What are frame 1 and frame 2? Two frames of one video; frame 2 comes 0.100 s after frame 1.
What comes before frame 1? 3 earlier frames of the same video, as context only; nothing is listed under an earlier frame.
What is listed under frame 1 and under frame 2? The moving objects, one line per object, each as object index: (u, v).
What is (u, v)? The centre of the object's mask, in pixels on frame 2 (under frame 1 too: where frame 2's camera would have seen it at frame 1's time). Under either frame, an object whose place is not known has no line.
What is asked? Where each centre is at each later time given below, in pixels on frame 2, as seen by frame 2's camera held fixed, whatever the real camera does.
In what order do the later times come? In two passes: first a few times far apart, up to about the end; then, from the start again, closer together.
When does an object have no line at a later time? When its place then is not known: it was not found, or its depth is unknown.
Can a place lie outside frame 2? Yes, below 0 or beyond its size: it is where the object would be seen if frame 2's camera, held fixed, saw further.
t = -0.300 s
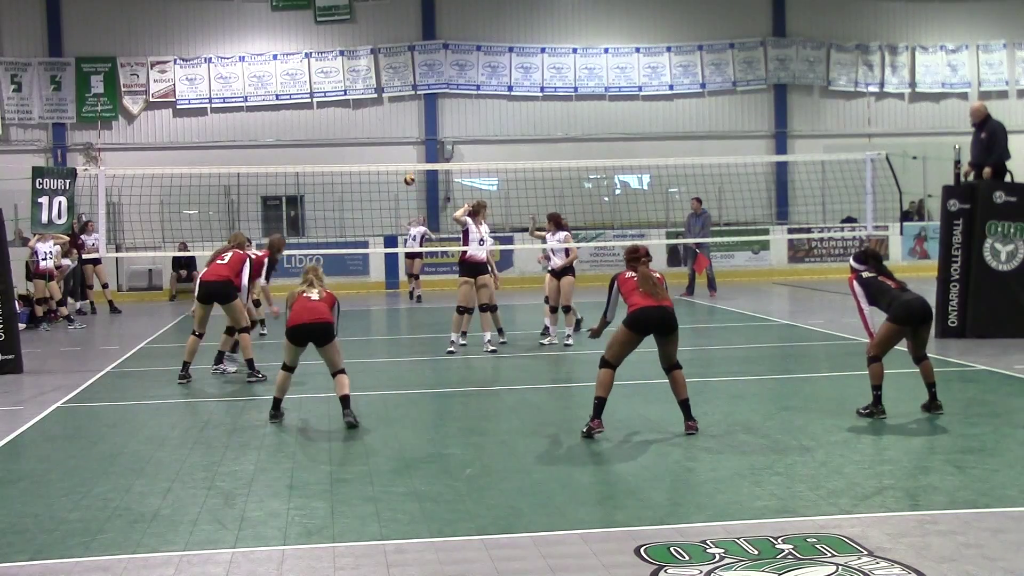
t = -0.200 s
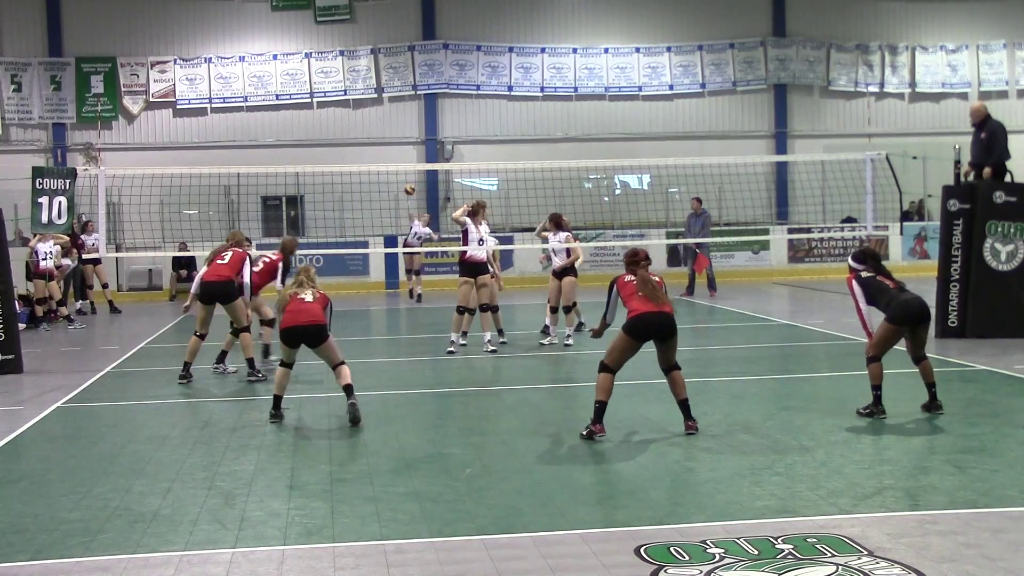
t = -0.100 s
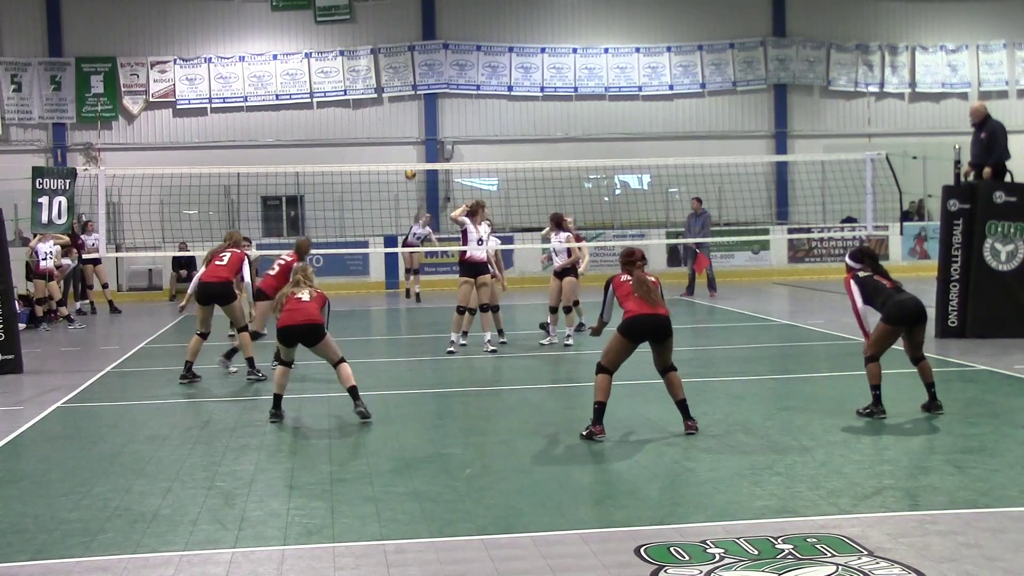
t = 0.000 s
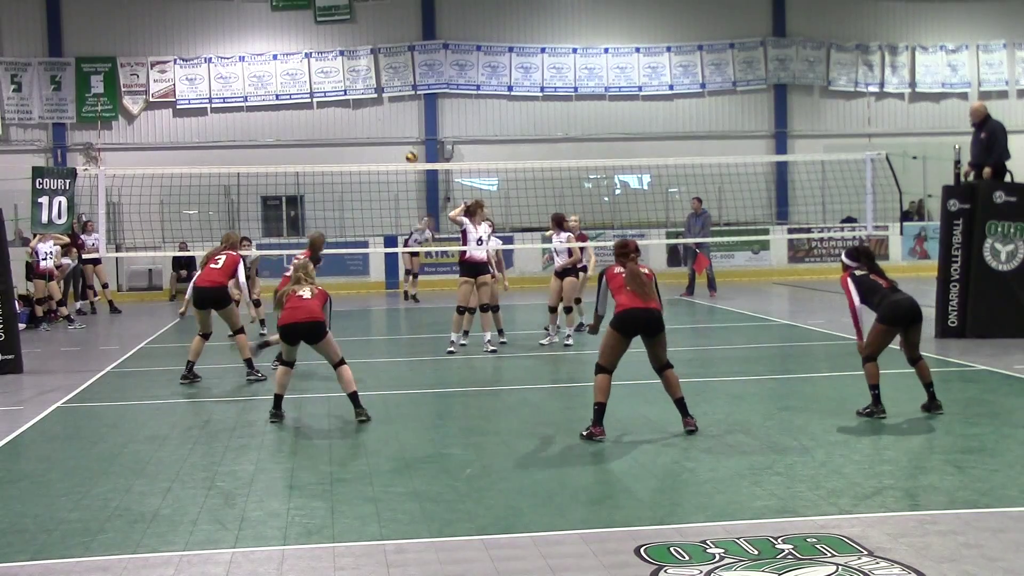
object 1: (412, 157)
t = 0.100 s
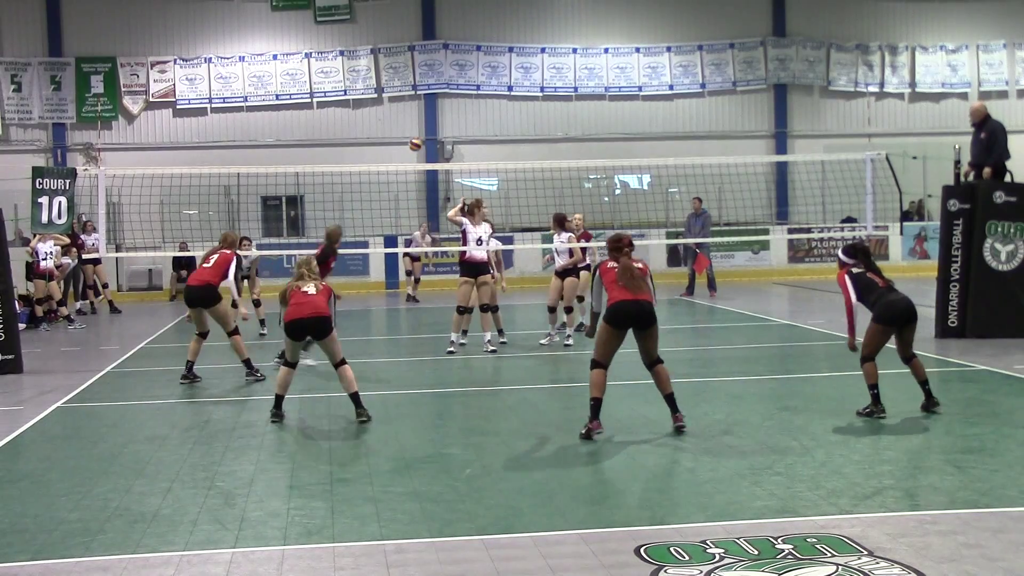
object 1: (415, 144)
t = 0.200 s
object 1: (419, 137)
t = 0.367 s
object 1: (426, 139)
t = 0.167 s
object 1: (418, 138)
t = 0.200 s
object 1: (419, 137)
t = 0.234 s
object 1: (419, 135)
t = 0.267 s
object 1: (420, 135)
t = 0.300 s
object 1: (422, 136)
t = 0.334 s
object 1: (424, 137)
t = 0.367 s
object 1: (426, 139)
